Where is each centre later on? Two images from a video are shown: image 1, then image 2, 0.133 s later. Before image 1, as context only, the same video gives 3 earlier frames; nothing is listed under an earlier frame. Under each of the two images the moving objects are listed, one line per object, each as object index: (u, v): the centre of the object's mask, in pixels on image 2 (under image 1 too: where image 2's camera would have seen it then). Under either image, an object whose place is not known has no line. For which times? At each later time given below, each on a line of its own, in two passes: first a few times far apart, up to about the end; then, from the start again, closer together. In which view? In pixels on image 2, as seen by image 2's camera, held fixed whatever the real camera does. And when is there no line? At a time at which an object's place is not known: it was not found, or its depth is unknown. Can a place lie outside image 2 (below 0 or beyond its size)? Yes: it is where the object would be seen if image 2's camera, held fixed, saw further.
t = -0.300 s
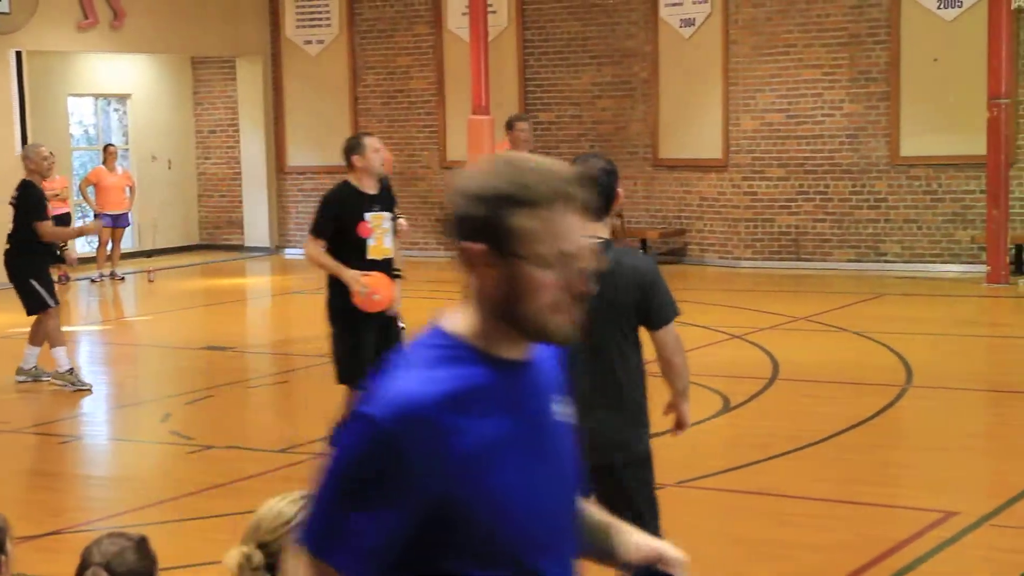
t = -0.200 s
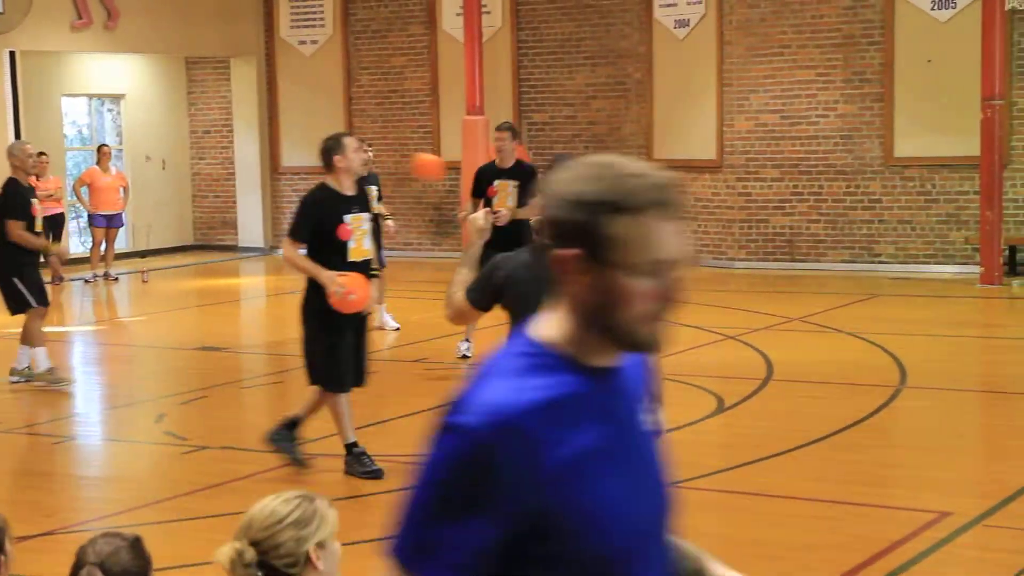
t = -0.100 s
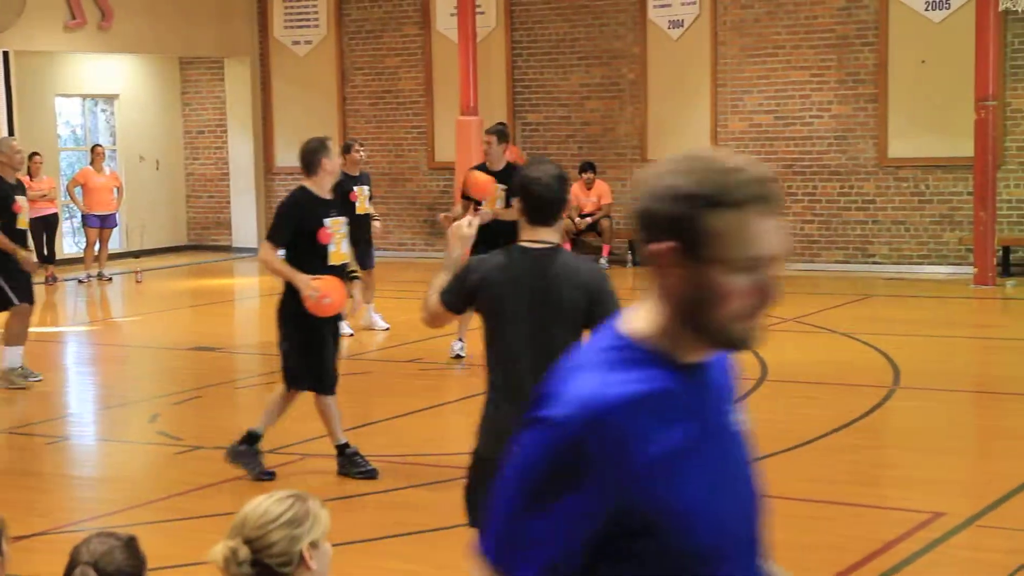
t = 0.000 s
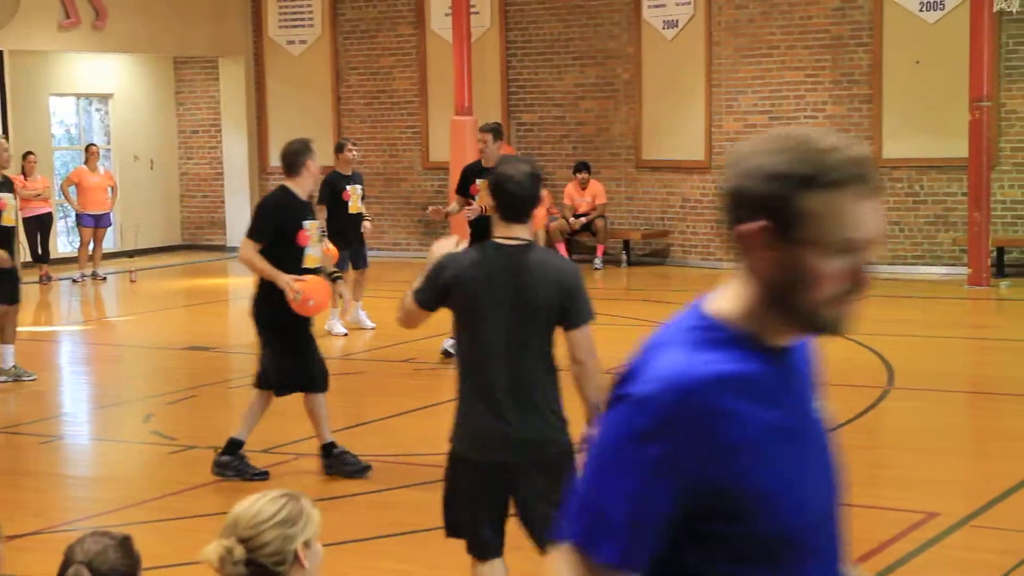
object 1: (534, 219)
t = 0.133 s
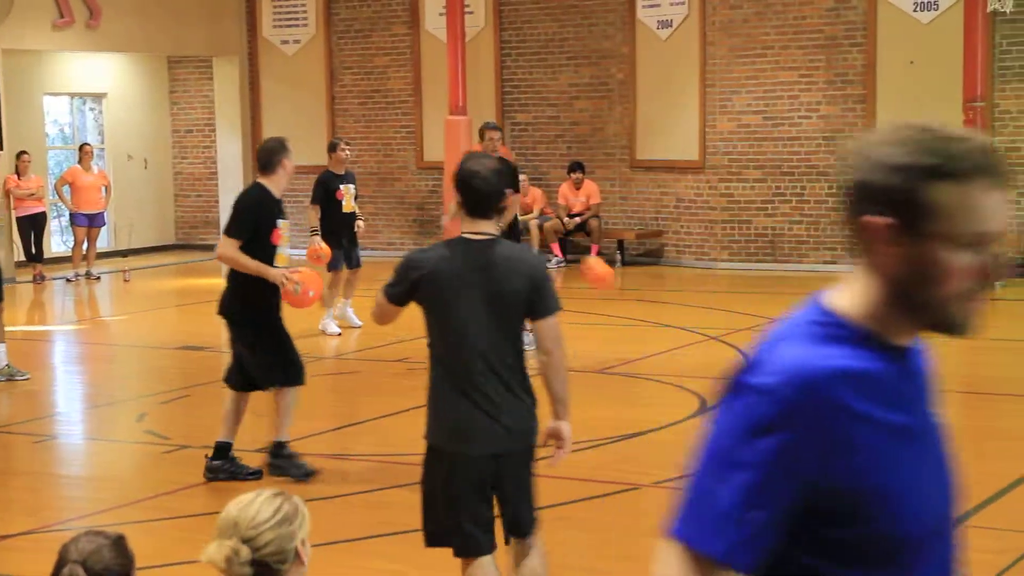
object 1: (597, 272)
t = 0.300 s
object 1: (675, 325)
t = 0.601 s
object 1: (764, 263)
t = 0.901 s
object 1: (851, 310)
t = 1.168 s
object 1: (927, 300)
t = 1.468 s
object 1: (1009, 315)
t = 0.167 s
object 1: (616, 289)
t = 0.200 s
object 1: (633, 307)
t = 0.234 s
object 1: (652, 331)
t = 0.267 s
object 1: (665, 338)
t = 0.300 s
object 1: (675, 325)
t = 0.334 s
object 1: (686, 312)
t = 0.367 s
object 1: (695, 301)
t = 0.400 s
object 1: (706, 292)
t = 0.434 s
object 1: (715, 282)
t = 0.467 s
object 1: (725, 276)
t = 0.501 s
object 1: (735, 271)
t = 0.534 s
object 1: (745, 267)
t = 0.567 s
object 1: (754, 265)
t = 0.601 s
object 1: (764, 263)
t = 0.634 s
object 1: (774, 263)
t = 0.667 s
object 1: (783, 264)
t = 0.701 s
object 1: (793, 267)
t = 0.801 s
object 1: (822, 282)
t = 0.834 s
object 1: (832, 290)
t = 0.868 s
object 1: (842, 299)
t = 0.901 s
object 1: (851, 310)
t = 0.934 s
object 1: (860, 321)
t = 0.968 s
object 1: (870, 329)
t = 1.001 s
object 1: (880, 321)
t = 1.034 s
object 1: (888, 314)
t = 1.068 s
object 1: (898, 309)
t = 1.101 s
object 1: (908, 304)
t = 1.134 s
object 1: (917, 301)
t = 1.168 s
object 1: (927, 300)
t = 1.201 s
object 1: (936, 299)
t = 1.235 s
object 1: (945, 300)
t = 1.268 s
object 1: (955, 302)
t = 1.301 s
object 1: (964, 305)
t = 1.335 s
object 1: (974, 311)
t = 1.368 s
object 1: (983, 317)
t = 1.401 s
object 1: (993, 324)
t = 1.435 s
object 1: (1001, 320)
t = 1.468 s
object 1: (1009, 315)
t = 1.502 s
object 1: (1018, 312)
